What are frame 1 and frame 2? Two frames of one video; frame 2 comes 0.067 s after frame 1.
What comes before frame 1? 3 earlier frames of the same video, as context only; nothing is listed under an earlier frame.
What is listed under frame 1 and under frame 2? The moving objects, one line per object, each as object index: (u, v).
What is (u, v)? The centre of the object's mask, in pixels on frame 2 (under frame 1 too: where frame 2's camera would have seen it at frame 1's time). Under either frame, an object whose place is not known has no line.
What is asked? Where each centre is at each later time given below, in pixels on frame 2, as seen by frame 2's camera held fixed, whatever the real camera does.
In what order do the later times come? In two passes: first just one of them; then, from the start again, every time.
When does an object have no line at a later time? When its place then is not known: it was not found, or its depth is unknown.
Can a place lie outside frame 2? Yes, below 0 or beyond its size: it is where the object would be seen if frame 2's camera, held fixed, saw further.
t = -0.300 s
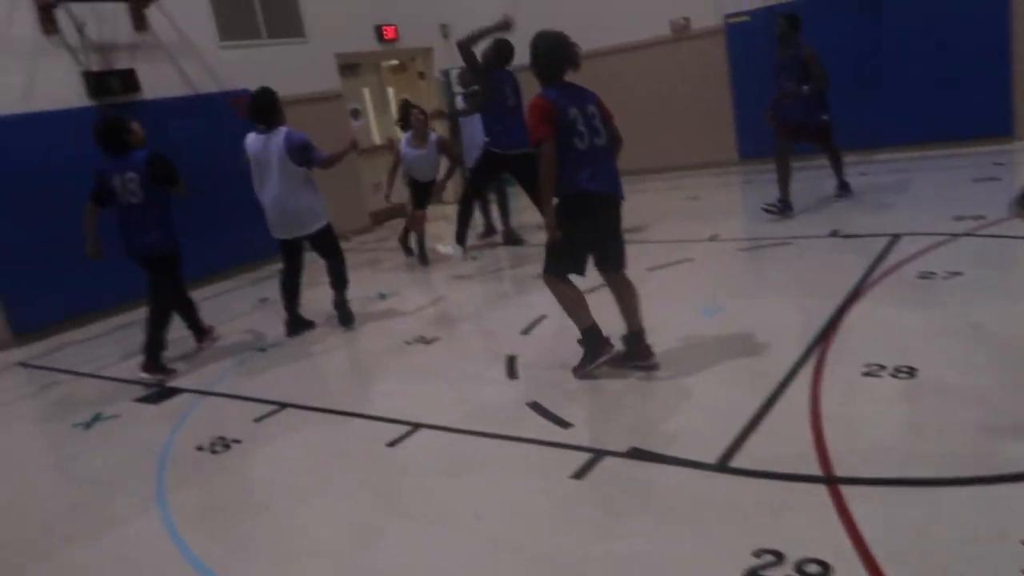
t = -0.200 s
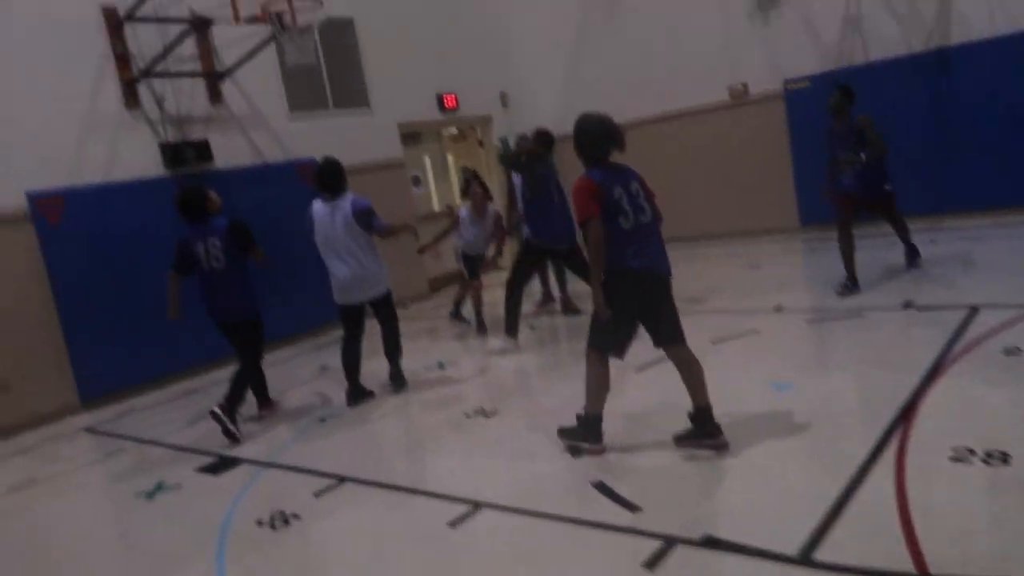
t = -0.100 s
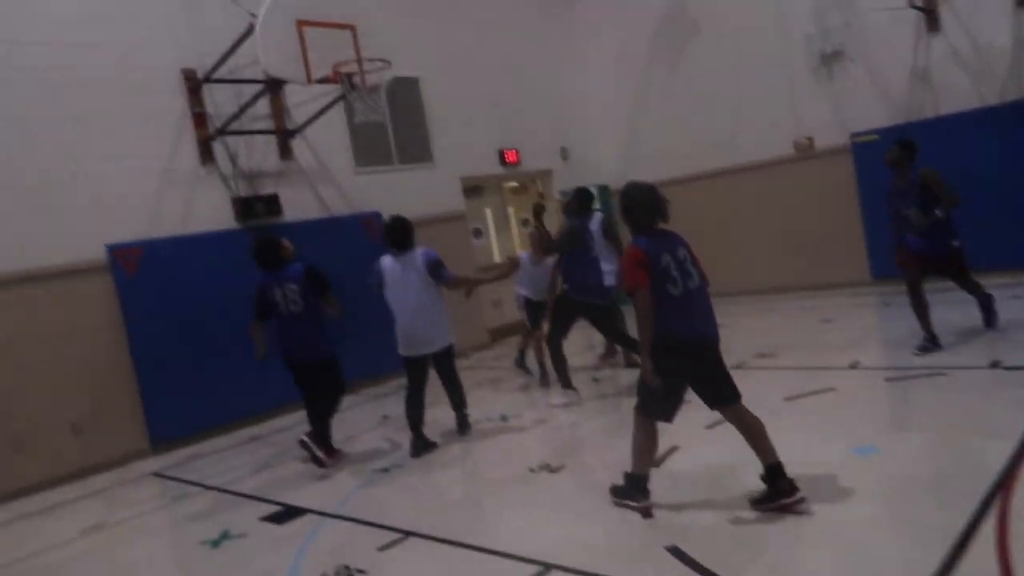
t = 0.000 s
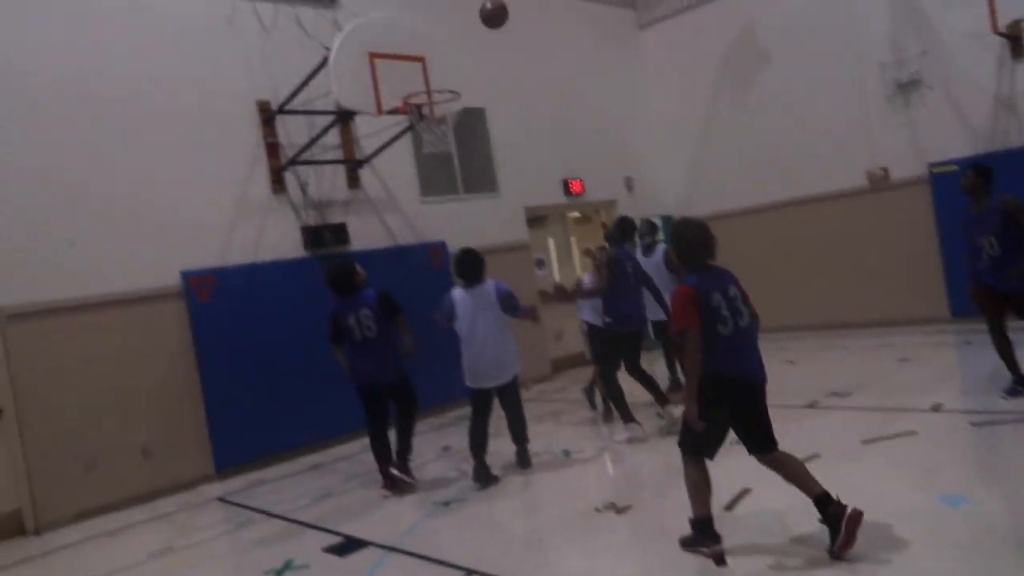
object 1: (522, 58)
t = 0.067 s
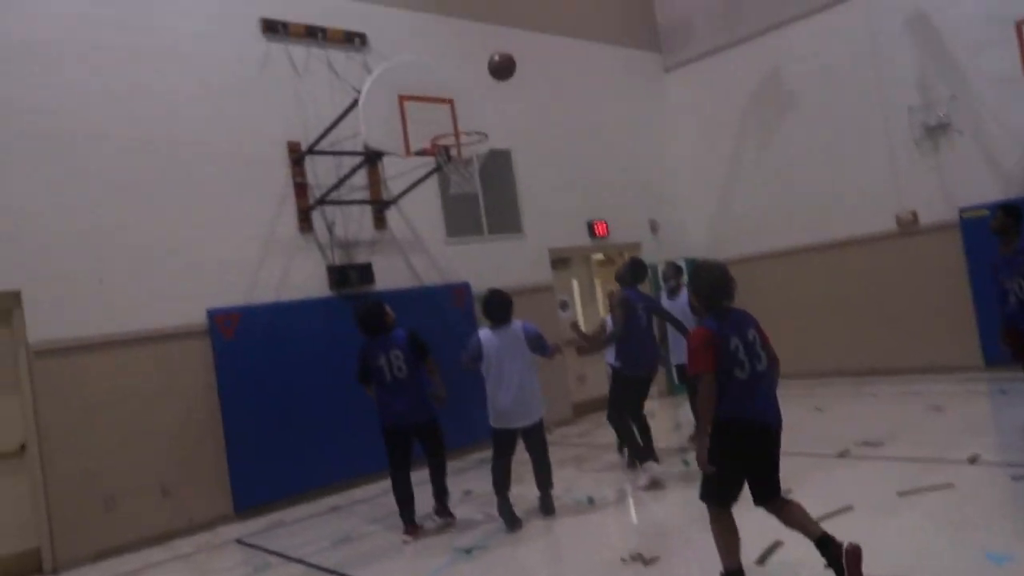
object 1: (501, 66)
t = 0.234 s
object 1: (456, 112)
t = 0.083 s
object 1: (497, 69)
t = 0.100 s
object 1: (492, 72)
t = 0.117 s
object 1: (488, 75)
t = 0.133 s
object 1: (484, 79)
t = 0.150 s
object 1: (479, 84)
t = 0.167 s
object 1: (475, 89)
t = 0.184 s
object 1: (470, 94)
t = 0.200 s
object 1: (465, 100)
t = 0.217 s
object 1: (461, 106)
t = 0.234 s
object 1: (456, 112)
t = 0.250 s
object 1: (452, 117)
